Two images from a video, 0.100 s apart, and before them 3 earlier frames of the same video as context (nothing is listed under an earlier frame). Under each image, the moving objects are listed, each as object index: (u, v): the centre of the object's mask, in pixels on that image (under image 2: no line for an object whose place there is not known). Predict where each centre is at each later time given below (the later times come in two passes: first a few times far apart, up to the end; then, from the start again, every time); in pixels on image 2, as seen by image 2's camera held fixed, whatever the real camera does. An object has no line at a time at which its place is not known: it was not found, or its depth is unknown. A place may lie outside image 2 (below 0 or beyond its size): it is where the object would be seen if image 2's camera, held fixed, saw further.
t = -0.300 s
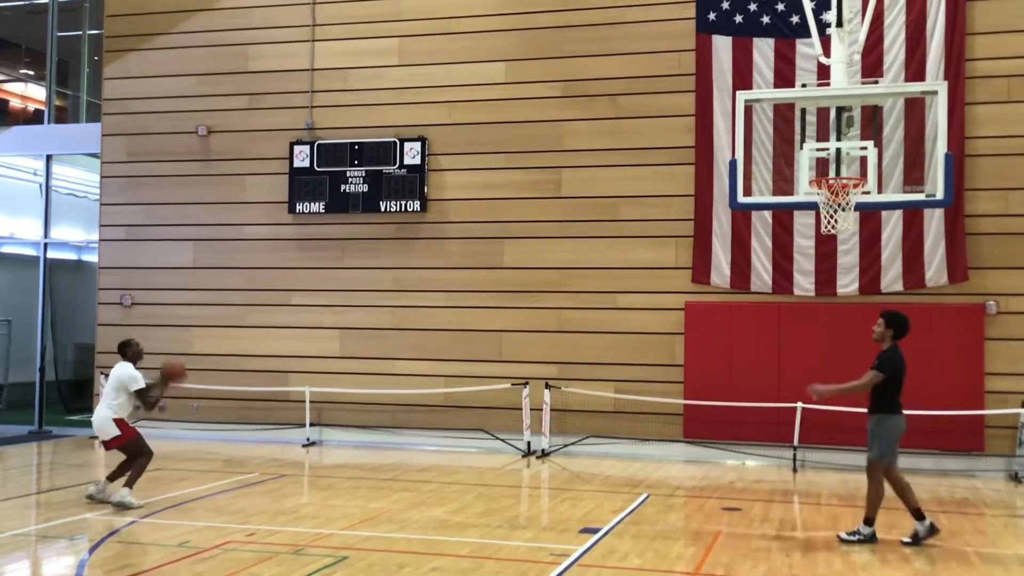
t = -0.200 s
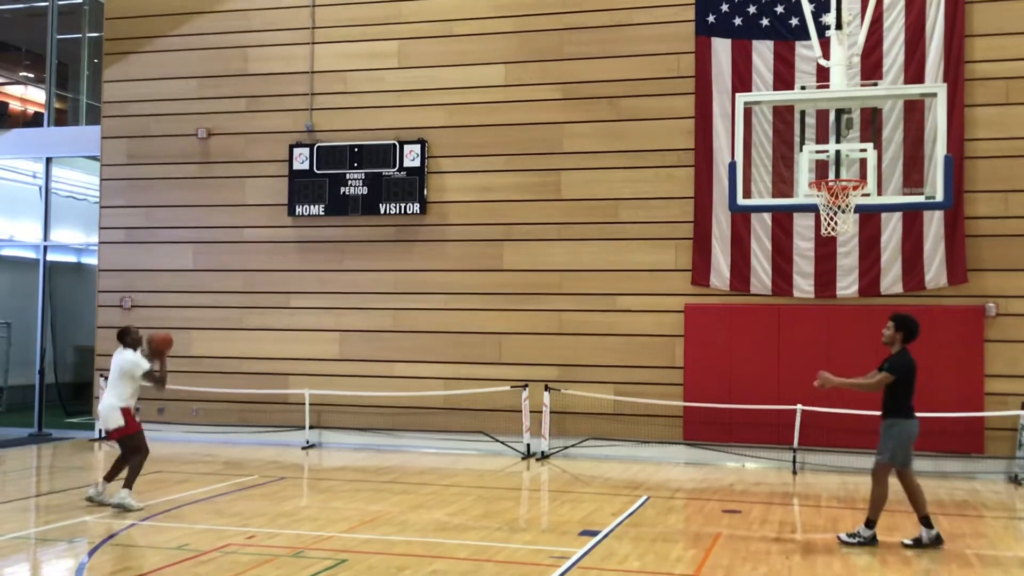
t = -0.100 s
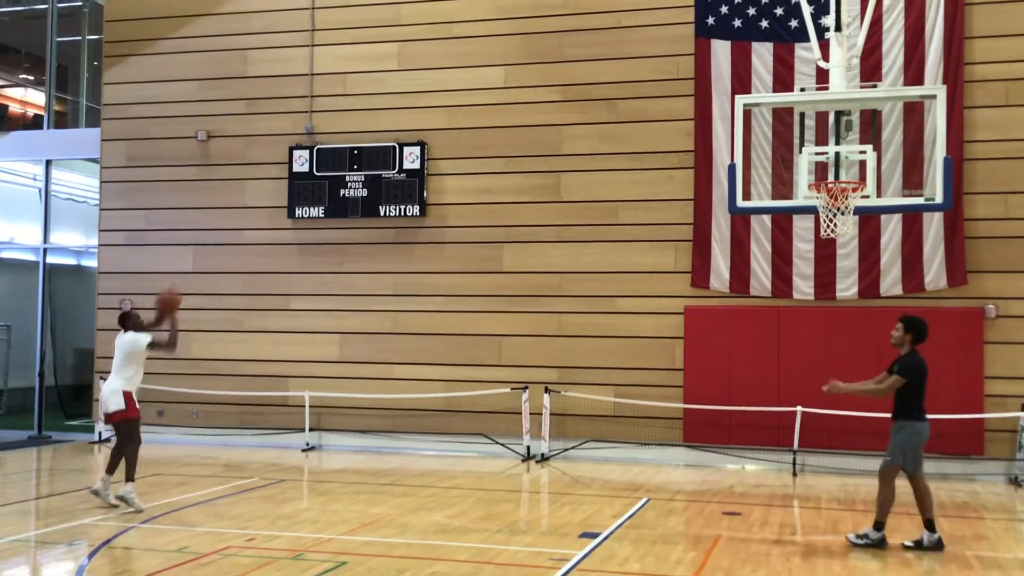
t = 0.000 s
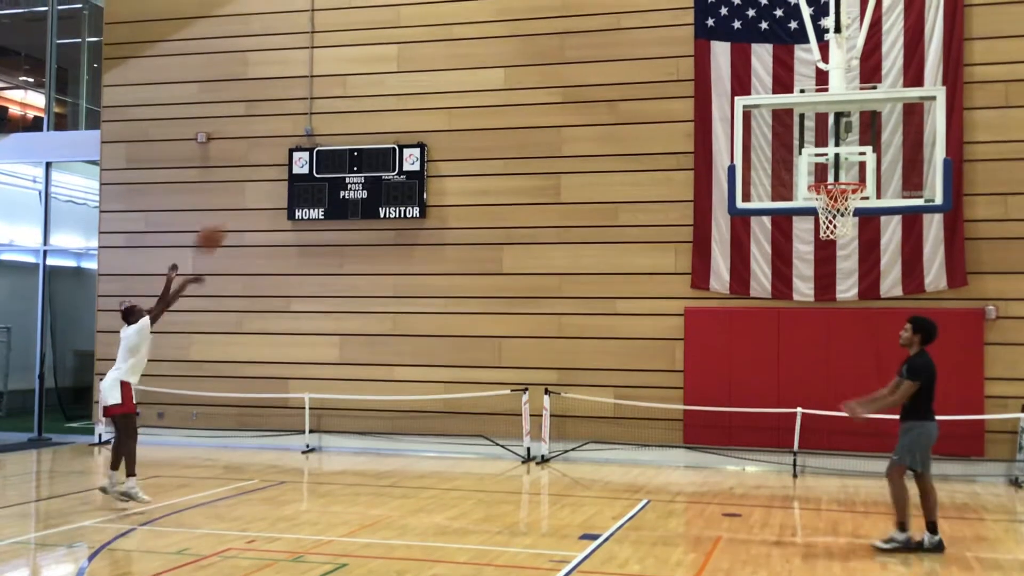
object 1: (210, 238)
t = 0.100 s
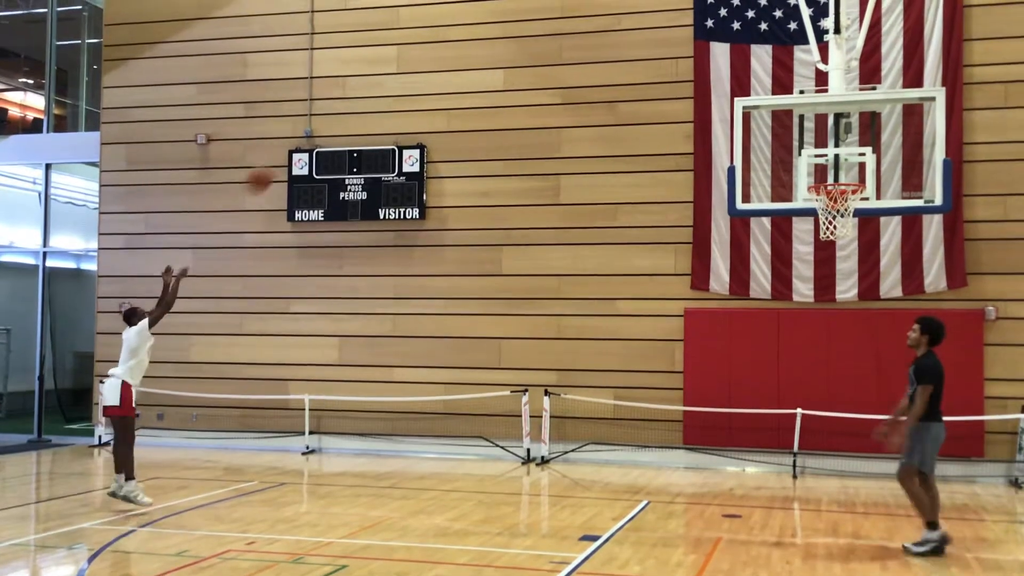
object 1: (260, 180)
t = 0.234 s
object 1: (326, 114)
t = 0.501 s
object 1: (457, 35)
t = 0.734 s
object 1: (575, 22)
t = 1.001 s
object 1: (712, 81)
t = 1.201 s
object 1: (817, 175)
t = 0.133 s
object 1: (276, 162)
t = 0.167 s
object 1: (292, 145)
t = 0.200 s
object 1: (309, 130)
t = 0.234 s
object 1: (326, 114)
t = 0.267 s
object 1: (342, 100)
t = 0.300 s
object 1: (358, 88)
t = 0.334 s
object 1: (374, 77)
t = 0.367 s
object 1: (391, 66)
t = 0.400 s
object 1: (408, 57)
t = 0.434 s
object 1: (425, 49)
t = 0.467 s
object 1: (441, 41)
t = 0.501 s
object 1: (457, 35)
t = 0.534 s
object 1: (473, 30)
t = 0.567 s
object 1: (490, 26)
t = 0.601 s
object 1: (507, 22)
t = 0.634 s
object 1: (523, 20)
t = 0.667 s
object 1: (540, 20)
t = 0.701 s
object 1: (556, 21)
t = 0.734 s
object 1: (575, 22)
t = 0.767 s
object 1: (591, 25)
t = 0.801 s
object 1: (607, 31)
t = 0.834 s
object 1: (625, 36)
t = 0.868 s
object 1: (642, 43)
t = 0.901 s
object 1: (658, 51)
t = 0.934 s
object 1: (676, 60)
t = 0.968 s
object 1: (692, 69)
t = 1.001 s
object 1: (712, 81)
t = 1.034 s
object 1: (728, 94)
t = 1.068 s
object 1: (746, 107)
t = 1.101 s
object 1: (764, 121)
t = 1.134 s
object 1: (782, 139)
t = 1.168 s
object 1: (801, 158)
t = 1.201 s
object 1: (817, 175)
